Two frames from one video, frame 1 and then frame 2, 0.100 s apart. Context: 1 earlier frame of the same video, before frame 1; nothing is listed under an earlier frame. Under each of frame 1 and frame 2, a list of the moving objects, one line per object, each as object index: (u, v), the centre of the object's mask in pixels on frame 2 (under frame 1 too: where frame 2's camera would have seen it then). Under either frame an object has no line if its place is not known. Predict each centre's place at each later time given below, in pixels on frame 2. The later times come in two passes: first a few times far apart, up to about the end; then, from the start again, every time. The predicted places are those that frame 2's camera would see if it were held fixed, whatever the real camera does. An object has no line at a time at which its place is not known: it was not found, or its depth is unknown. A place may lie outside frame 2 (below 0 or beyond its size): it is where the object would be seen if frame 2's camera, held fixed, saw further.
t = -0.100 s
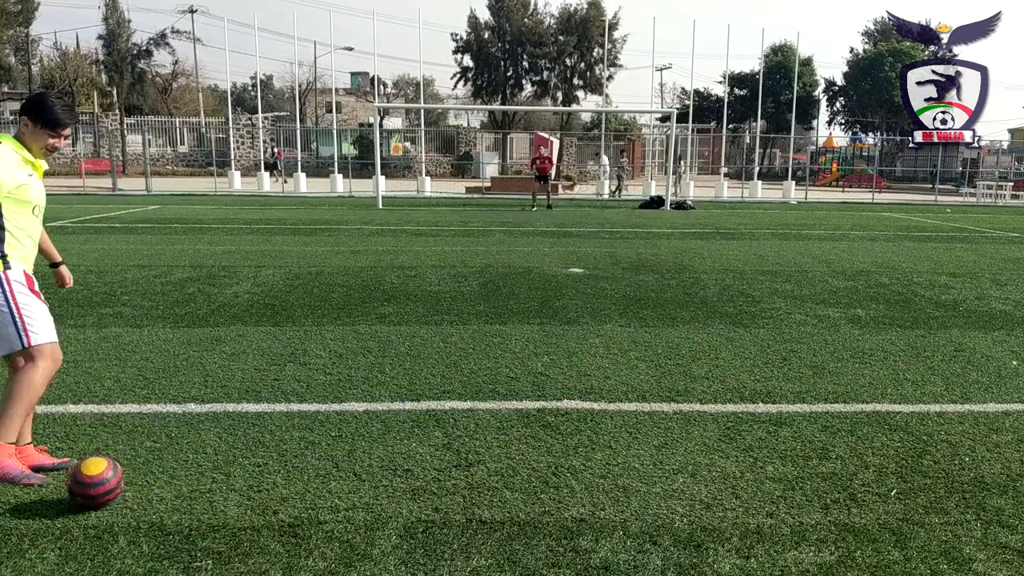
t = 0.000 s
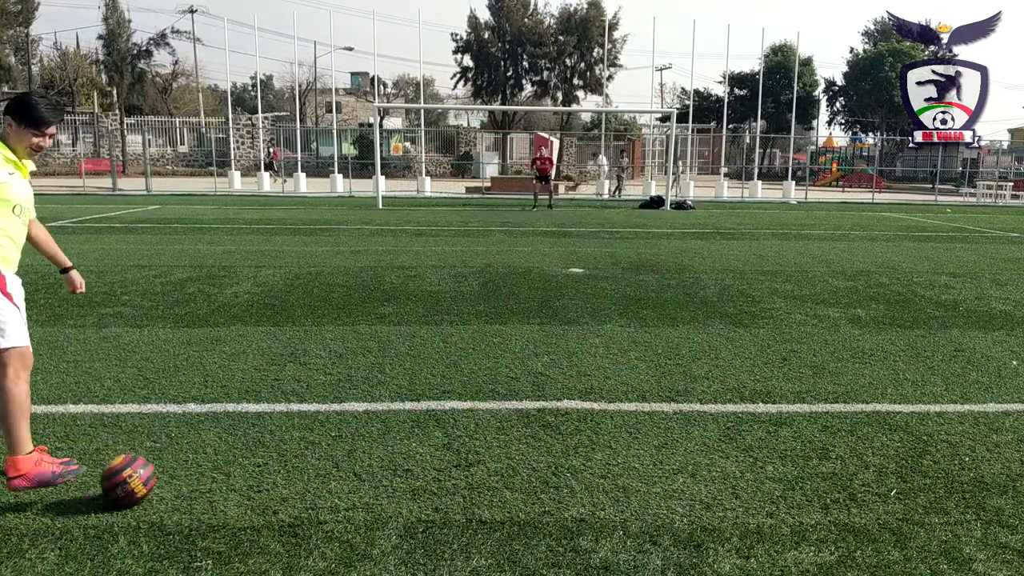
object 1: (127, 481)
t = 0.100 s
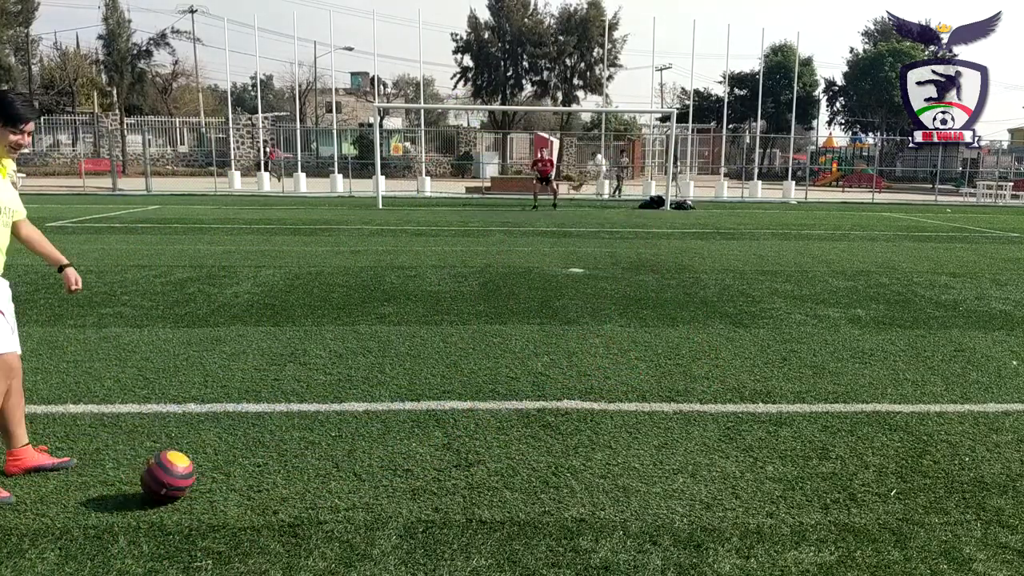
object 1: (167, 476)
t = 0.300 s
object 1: (229, 473)
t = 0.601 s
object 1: (307, 465)
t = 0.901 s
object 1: (374, 460)
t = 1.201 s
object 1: (431, 456)
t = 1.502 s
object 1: (478, 454)
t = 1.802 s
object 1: (519, 451)
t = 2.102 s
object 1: (547, 450)
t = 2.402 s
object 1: (563, 447)
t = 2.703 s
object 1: (572, 449)
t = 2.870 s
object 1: (577, 449)
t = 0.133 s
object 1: (178, 477)
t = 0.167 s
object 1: (189, 475)
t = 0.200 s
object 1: (199, 474)
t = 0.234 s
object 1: (209, 474)
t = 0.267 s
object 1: (218, 473)
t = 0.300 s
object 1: (229, 473)
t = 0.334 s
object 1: (238, 471)
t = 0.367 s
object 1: (248, 470)
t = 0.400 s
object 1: (257, 470)
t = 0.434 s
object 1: (266, 468)
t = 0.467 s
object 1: (274, 467)
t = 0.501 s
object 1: (283, 466)
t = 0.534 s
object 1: (291, 466)
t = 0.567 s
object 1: (299, 466)
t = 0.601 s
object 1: (307, 465)
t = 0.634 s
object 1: (315, 464)
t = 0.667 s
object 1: (323, 463)
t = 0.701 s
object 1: (331, 462)
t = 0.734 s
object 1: (339, 462)
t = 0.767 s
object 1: (346, 461)
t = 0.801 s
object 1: (354, 460)
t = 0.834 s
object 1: (360, 461)
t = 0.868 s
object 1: (367, 460)
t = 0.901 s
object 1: (374, 460)
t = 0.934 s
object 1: (381, 460)
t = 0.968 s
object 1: (387, 459)
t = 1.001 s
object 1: (394, 459)
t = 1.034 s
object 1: (401, 457)
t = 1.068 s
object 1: (407, 457)
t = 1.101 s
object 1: (412, 457)
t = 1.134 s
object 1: (419, 456)
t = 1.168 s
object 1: (425, 456)
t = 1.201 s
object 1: (431, 456)
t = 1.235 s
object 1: (437, 455)
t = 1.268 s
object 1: (442, 455)
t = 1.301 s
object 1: (447, 455)
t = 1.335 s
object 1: (452, 455)
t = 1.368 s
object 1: (458, 455)
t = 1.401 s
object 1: (463, 454)
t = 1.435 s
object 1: (468, 454)
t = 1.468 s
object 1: (473, 454)
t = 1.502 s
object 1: (478, 454)
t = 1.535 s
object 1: (484, 454)
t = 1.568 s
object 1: (488, 454)
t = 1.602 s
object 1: (493, 453)
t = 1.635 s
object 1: (498, 453)
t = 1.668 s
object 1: (502, 453)
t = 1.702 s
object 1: (506, 452)
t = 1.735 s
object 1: (511, 452)
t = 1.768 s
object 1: (515, 451)
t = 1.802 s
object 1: (519, 451)
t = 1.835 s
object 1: (522, 451)
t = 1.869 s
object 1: (526, 451)
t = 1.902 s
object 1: (529, 450)
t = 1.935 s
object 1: (533, 450)
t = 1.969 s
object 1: (536, 450)
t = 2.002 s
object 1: (539, 449)
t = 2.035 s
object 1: (542, 449)
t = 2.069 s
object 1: (544, 449)
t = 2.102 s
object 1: (547, 450)
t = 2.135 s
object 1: (549, 449)
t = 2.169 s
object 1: (552, 449)
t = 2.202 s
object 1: (554, 448)
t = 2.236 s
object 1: (556, 448)
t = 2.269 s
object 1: (558, 448)
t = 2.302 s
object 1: (559, 448)
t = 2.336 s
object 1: (561, 448)
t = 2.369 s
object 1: (562, 448)
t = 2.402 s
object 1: (563, 447)
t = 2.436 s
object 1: (565, 447)
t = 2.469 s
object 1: (565, 448)
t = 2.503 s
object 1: (567, 448)
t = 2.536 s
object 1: (568, 448)
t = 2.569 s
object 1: (569, 448)
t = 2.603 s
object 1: (570, 448)
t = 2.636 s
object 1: (571, 448)
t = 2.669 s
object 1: (571, 448)
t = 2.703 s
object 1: (572, 449)
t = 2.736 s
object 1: (574, 449)
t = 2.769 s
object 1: (574, 449)
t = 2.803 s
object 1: (575, 449)
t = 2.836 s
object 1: (576, 449)
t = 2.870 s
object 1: (577, 449)
